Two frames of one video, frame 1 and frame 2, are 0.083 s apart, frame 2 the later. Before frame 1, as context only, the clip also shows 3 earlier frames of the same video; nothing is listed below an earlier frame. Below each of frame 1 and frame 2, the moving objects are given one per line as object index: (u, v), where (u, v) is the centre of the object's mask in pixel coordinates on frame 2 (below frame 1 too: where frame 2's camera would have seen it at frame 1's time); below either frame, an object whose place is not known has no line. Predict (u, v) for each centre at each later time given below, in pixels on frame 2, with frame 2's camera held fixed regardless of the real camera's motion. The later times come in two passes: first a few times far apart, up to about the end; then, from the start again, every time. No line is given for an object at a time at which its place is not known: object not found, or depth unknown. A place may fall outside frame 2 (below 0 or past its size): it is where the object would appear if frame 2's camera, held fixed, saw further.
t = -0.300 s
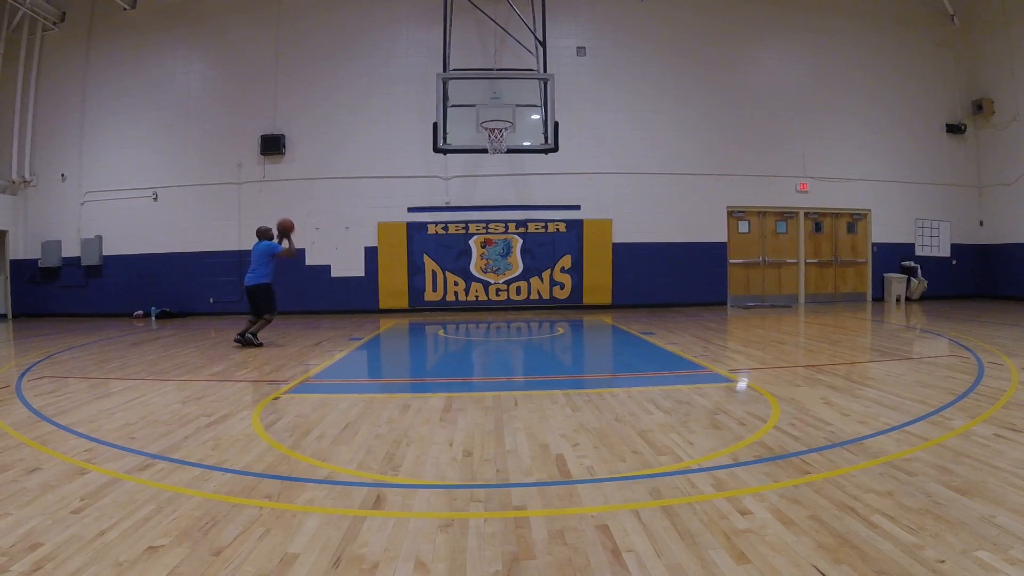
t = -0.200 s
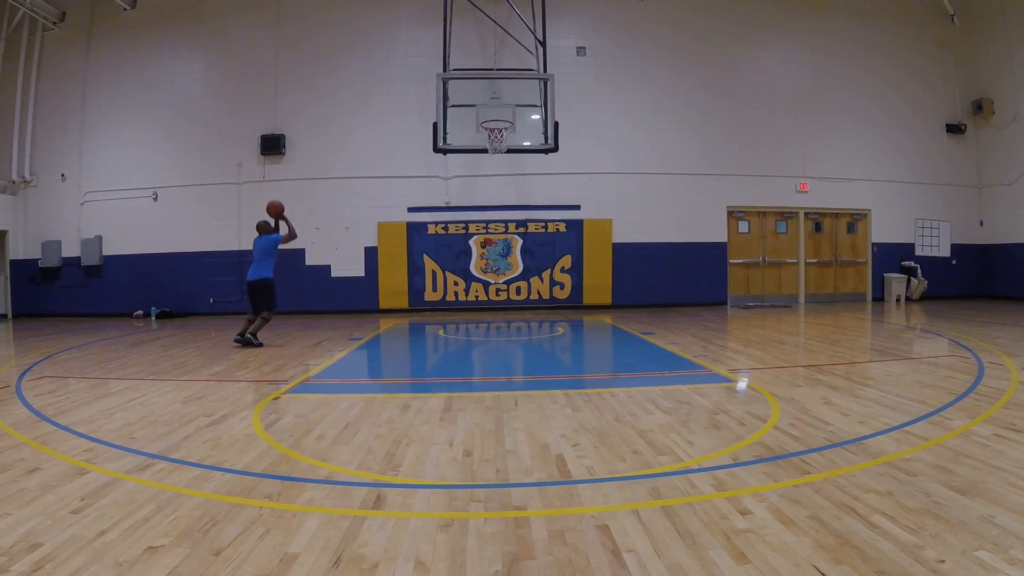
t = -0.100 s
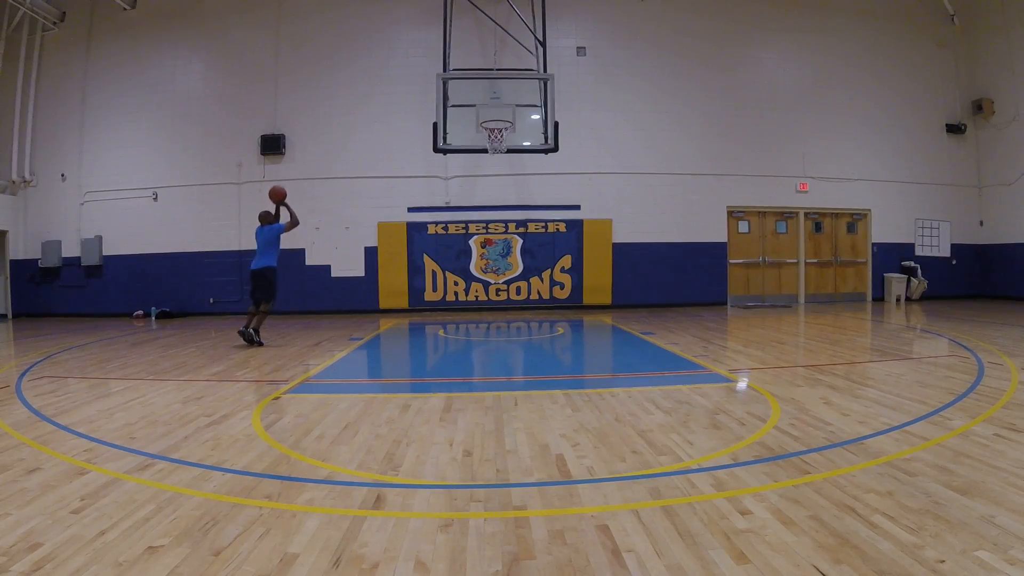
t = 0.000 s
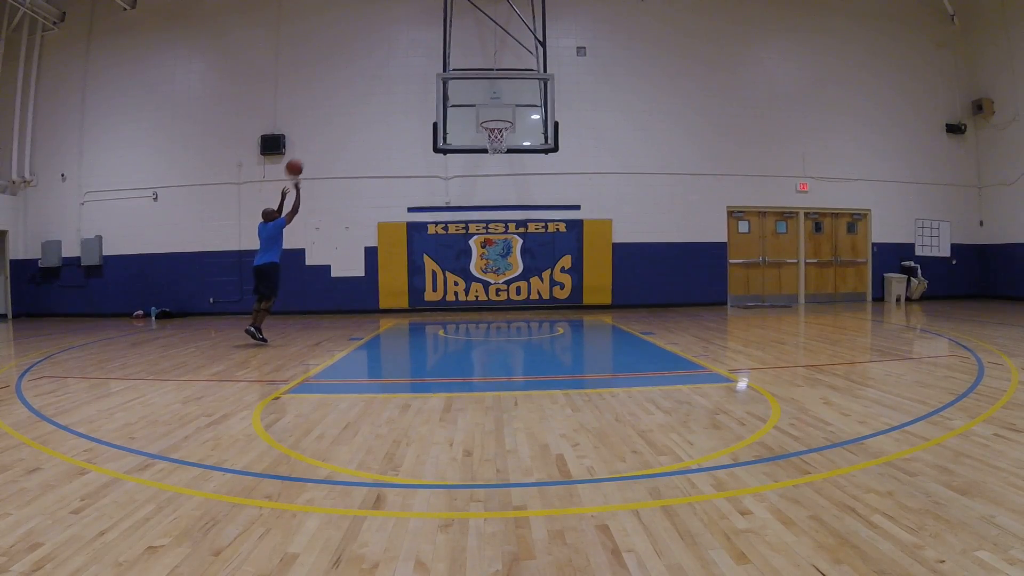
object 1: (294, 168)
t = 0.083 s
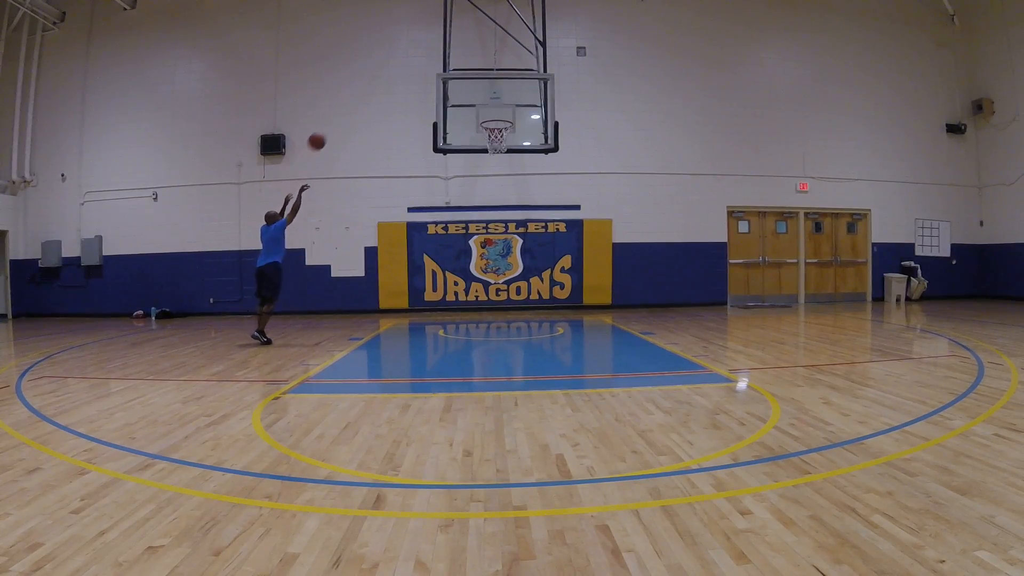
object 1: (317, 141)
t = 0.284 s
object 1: (368, 101)
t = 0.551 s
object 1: (431, 93)
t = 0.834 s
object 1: (476, 118)
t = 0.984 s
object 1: (459, 101)
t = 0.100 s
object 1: (321, 137)
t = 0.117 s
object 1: (325, 132)
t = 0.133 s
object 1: (330, 128)
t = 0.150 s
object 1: (335, 124)
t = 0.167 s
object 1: (339, 120)
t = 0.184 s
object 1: (343, 117)
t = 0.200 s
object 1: (348, 114)
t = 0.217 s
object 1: (352, 111)
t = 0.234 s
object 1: (356, 108)
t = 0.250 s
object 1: (360, 105)
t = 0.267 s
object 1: (364, 103)
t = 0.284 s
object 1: (368, 101)
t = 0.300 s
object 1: (372, 99)
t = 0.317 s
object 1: (376, 98)
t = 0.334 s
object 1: (381, 96)
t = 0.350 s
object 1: (384, 94)
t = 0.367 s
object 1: (389, 93)
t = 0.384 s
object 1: (393, 92)
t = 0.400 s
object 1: (397, 92)
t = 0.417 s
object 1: (400, 91)
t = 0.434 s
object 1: (404, 91)
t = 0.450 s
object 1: (408, 90)
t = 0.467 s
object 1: (412, 90)
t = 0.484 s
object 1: (416, 91)
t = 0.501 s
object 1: (420, 91)
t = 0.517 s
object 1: (423, 91)
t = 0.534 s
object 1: (427, 92)
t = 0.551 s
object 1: (431, 93)
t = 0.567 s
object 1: (434, 94)
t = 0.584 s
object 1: (437, 96)
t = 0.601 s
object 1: (442, 96)
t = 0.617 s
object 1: (445, 97)
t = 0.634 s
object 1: (449, 99)
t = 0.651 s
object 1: (452, 101)
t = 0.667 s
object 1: (455, 103)
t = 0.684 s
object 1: (457, 104)
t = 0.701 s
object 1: (459, 105)
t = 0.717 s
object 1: (461, 106)
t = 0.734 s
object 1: (464, 108)
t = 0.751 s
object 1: (467, 109)
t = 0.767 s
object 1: (469, 111)
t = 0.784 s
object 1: (471, 113)
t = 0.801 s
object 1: (474, 116)
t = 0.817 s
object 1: (476, 118)
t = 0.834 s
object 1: (476, 118)
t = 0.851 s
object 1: (474, 116)
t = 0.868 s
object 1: (472, 113)
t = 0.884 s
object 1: (470, 112)
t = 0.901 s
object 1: (468, 109)
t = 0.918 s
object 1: (467, 107)
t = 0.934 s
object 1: (464, 105)
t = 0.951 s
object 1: (462, 104)
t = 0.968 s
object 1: (460, 102)
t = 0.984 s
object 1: (459, 101)
